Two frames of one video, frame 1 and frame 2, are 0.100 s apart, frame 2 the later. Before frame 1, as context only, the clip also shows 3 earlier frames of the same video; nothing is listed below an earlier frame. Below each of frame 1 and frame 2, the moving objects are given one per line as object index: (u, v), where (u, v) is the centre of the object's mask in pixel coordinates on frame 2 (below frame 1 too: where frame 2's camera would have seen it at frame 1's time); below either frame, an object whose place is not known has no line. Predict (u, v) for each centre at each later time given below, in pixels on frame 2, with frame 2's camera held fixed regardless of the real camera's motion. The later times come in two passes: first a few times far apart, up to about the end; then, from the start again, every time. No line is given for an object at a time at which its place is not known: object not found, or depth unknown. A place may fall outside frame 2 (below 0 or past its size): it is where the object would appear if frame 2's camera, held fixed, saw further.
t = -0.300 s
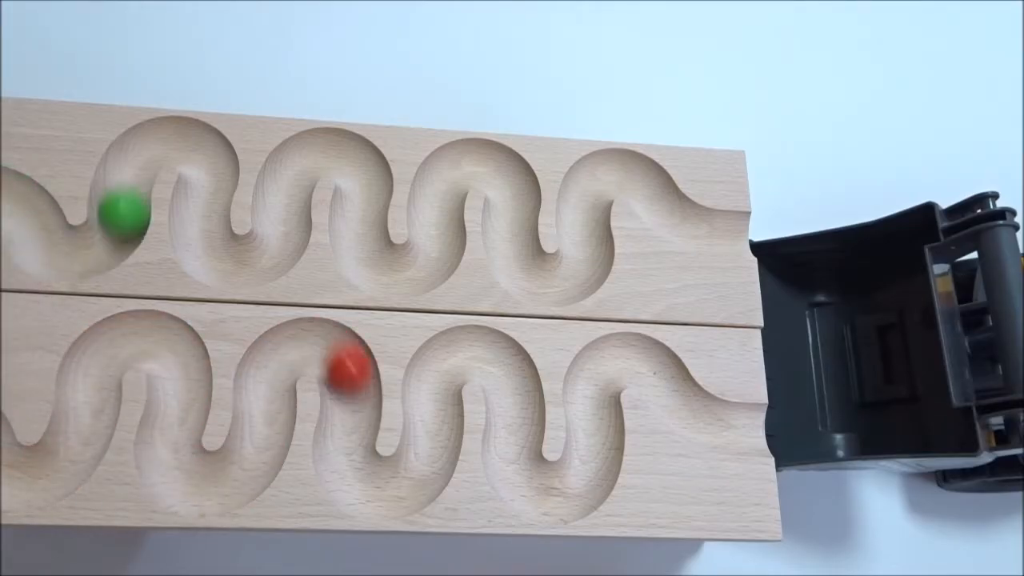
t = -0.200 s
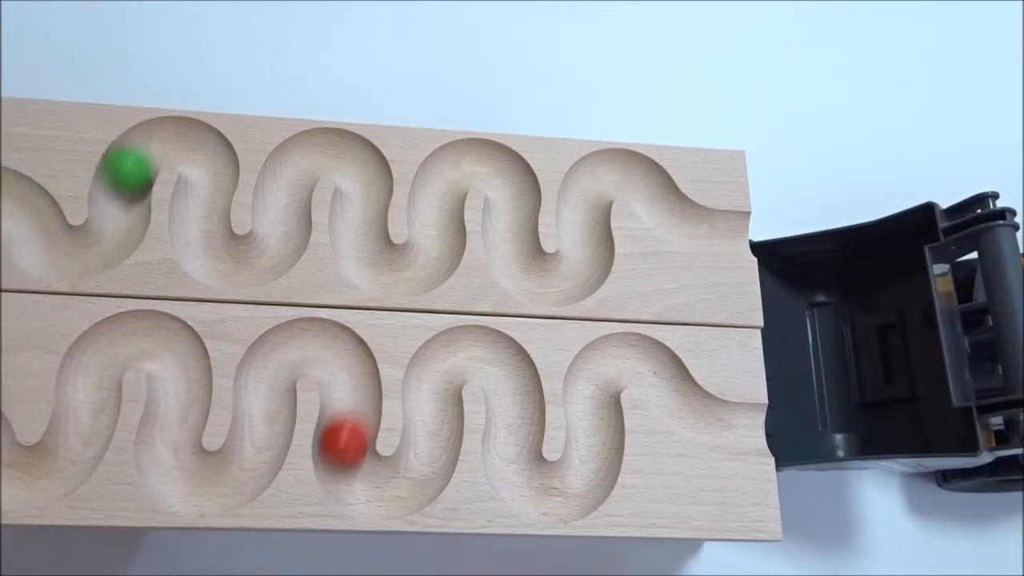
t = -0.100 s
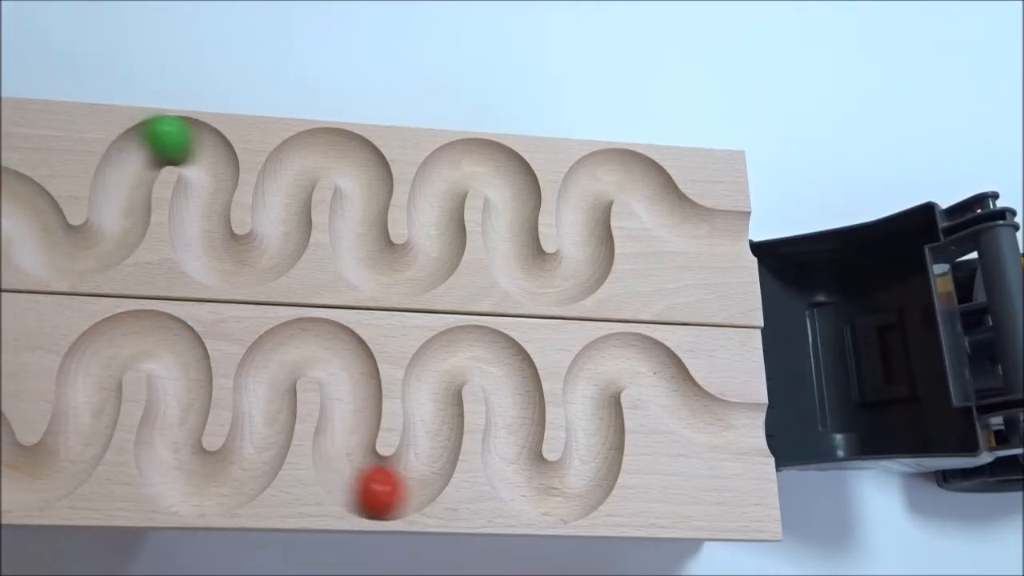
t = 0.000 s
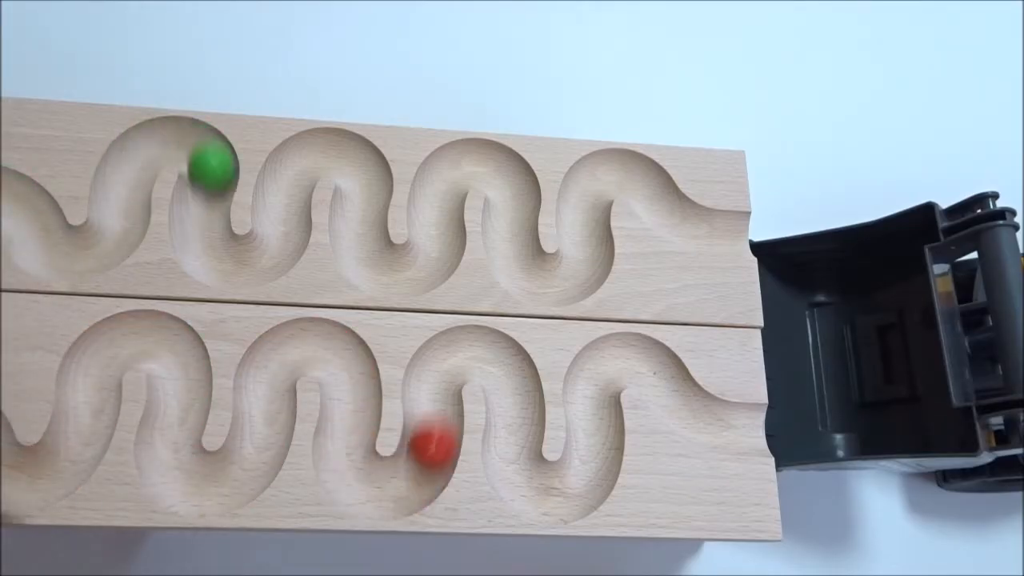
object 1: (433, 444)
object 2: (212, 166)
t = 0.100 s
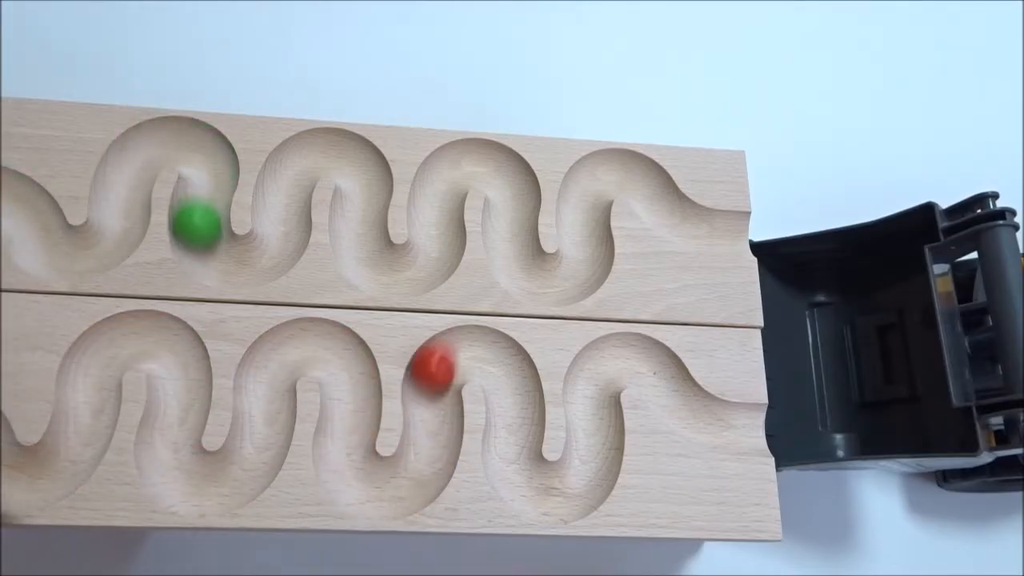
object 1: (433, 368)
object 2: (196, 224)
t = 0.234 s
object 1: (513, 376)
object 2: (254, 262)
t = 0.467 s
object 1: (570, 491)
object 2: (317, 148)
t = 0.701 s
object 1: (608, 362)
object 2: (365, 252)
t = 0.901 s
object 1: (711, 422)
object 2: (437, 219)
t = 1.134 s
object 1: (852, 416)
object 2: (518, 190)
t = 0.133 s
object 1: (450, 357)
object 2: (202, 241)
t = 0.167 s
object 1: (473, 351)
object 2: (213, 258)
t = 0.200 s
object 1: (497, 355)
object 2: (230, 265)
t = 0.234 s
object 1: (513, 376)
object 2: (254, 262)
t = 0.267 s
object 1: (519, 403)
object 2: (275, 250)
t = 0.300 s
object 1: (518, 429)
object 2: (287, 231)
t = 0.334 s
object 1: (509, 454)
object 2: (285, 210)
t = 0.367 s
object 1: (514, 473)
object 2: (280, 190)
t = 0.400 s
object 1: (533, 486)
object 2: (286, 174)
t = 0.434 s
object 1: (551, 498)
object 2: (298, 160)
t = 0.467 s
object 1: (570, 491)
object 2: (317, 148)
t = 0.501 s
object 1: (590, 476)
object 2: (337, 149)
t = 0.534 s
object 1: (598, 454)
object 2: (359, 159)
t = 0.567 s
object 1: (594, 431)
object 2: (370, 177)
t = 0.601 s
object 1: (596, 409)
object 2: (366, 198)
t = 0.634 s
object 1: (592, 387)
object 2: (356, 218)
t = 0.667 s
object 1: (595, 370)
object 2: (354, 235)
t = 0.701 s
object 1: (608, 362)
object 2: (365, 252)
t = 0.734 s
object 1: (629, 356)
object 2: (378, 269)
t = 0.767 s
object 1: (648, 358)
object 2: (397, 275)
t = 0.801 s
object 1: (664, 374)
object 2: (417, 270)
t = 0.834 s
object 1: (674, 397)
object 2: (435, 257)
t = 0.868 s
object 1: (690, 412)
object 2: (440, 239)
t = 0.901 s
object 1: (711, 422)
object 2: (437, 219)
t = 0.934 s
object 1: (732, 429)
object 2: (432, 199)
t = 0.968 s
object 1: (762, 427)
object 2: (439, 186)
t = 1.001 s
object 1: (785, 427)
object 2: (451, 171)
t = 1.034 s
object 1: (799, 432)
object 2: (467, 159)
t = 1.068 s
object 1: (802, 435)
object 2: (486, 159)
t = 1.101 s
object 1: (820, 426)
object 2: (505, 172)
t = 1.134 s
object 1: (852, 416)
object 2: (518, 190)
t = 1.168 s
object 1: (852, 411)
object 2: (516, 207)
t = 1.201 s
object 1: (842, 411)
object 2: (506, 225)
